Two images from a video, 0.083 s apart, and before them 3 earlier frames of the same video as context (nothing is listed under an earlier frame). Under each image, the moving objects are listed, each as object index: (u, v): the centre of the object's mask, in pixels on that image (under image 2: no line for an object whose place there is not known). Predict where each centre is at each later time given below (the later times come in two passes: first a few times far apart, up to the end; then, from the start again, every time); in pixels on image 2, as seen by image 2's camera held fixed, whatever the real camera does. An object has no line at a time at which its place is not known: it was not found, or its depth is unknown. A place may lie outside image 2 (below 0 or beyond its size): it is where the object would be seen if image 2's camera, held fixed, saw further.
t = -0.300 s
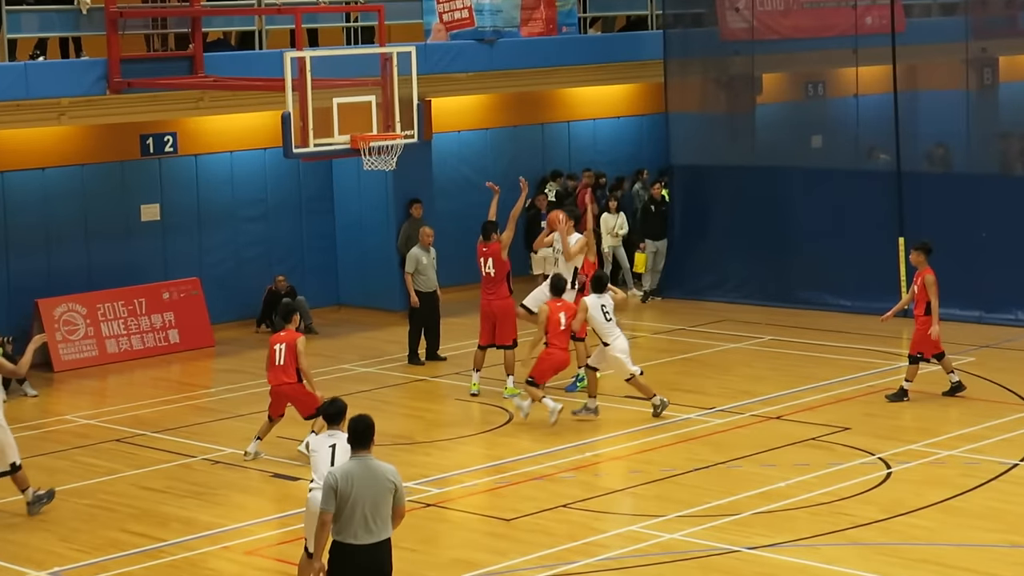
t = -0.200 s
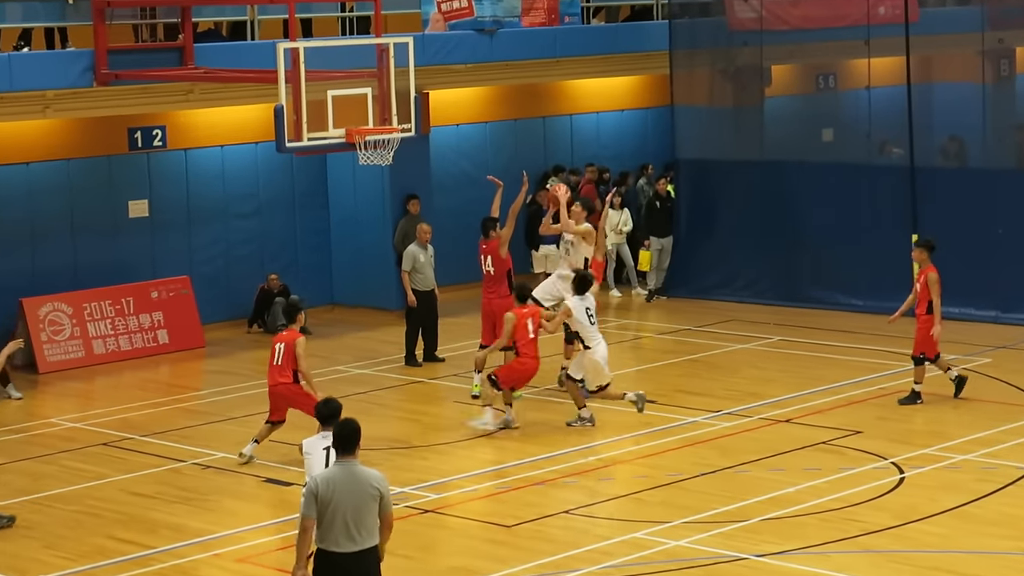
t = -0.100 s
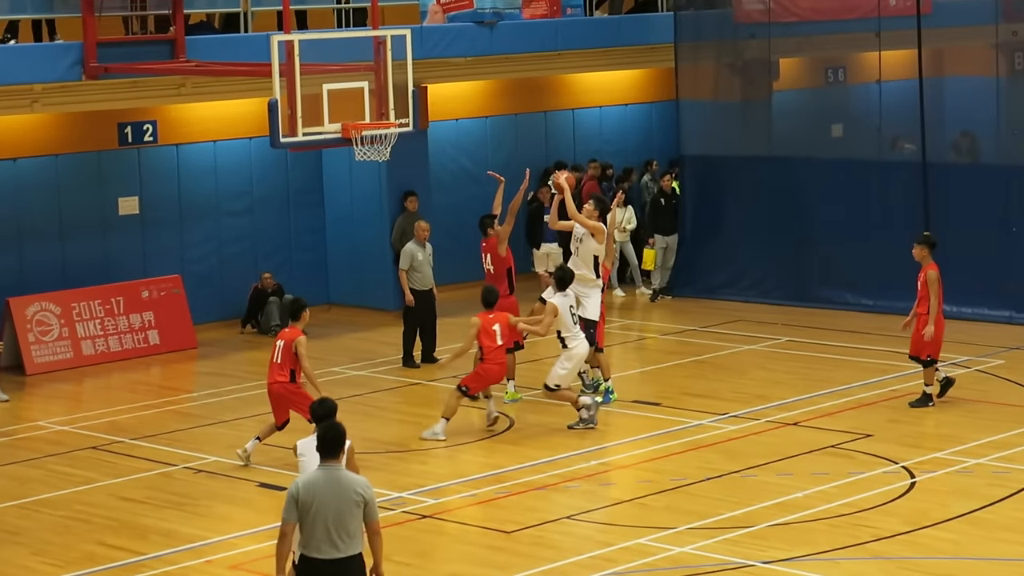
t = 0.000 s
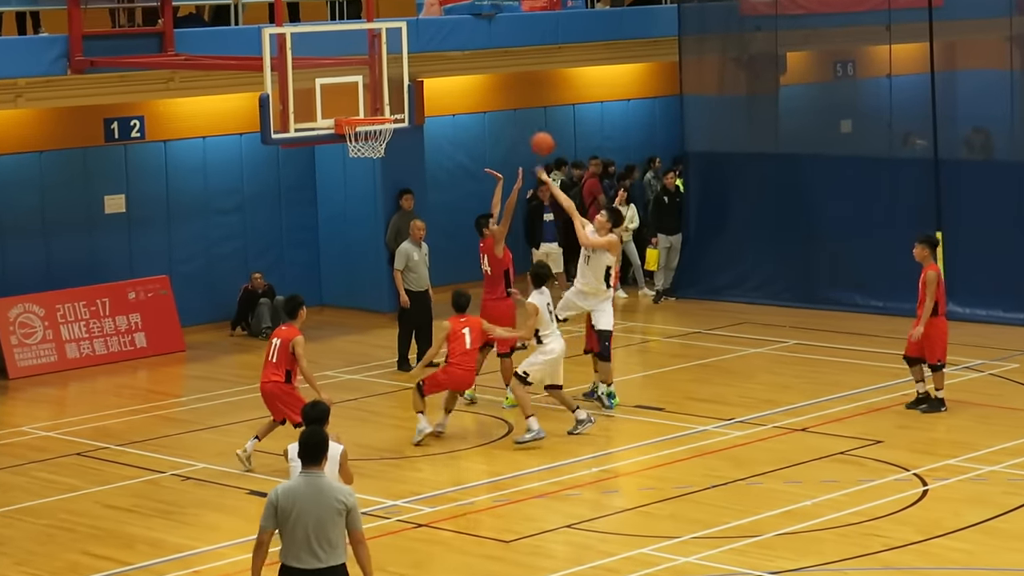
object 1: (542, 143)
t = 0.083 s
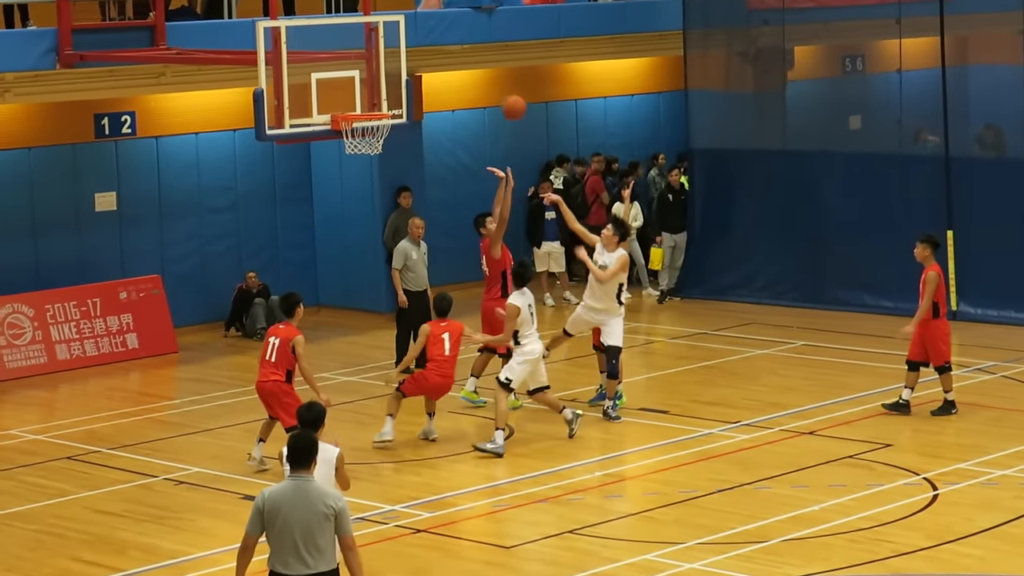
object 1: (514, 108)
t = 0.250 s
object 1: (454, 63)
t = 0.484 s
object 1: (392, 47)
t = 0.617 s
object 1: (390, 65)
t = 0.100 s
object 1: (508, 101)
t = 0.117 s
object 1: (501, 95)
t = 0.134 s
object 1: (495, 90)
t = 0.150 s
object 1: (490, 87)
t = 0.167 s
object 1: (483, 83)
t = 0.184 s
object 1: (478, 79)
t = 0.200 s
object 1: (472, 73)
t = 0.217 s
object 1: (467, 70)
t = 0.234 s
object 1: (460, 66)
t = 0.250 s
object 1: (454, 63)
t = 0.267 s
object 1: (448, 60)
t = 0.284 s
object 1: (442, 58)
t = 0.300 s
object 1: (437, 55)
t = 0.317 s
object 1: (431, 53)
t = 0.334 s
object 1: (425, 51)
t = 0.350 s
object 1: (419, 49)
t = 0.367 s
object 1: (414, 47)
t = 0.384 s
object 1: (408, 47)
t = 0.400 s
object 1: (402, 45)
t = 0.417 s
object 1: (396, 45)
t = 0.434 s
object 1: (393, 45)
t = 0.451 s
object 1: (392, 46)
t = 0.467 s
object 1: (392, 46)
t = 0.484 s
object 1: (392, 47)
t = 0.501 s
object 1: (391, 48)
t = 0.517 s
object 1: (391, 50)
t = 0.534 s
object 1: (391, 52)
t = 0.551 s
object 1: (391, 54)
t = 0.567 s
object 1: (391, 56)
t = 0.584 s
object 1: (390, 59)
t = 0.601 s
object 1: (391, 62)
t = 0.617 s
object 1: (390, 65)
